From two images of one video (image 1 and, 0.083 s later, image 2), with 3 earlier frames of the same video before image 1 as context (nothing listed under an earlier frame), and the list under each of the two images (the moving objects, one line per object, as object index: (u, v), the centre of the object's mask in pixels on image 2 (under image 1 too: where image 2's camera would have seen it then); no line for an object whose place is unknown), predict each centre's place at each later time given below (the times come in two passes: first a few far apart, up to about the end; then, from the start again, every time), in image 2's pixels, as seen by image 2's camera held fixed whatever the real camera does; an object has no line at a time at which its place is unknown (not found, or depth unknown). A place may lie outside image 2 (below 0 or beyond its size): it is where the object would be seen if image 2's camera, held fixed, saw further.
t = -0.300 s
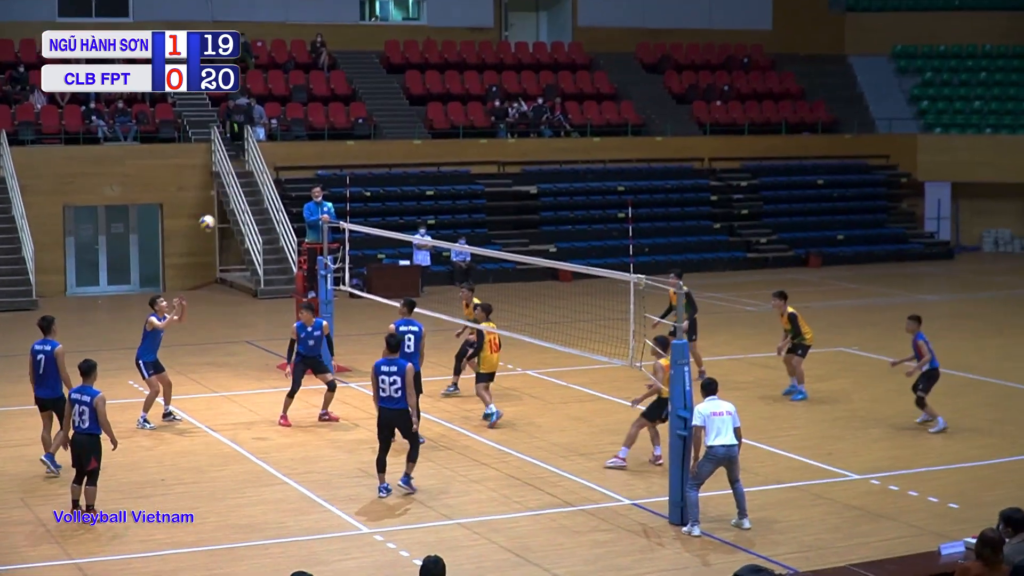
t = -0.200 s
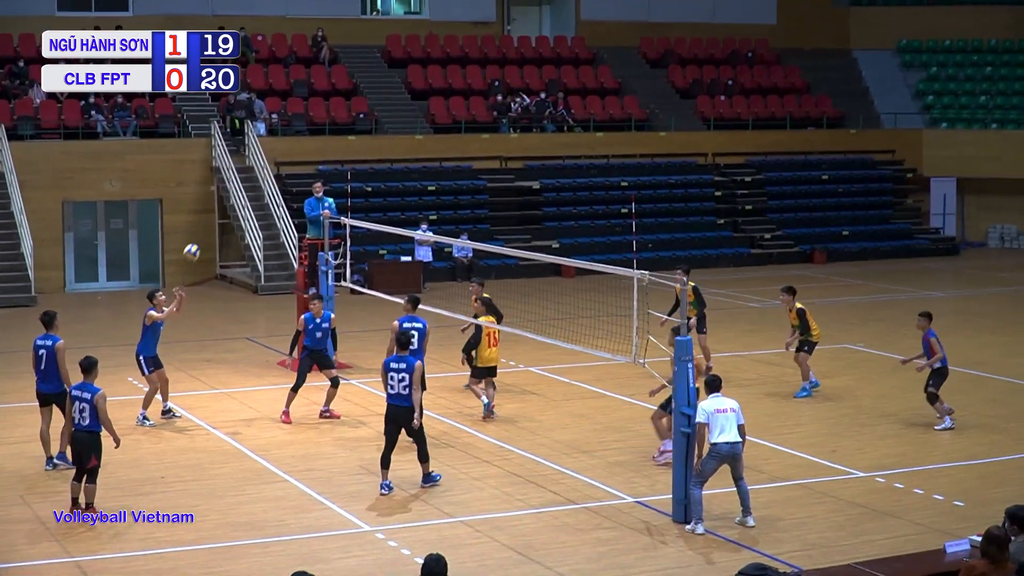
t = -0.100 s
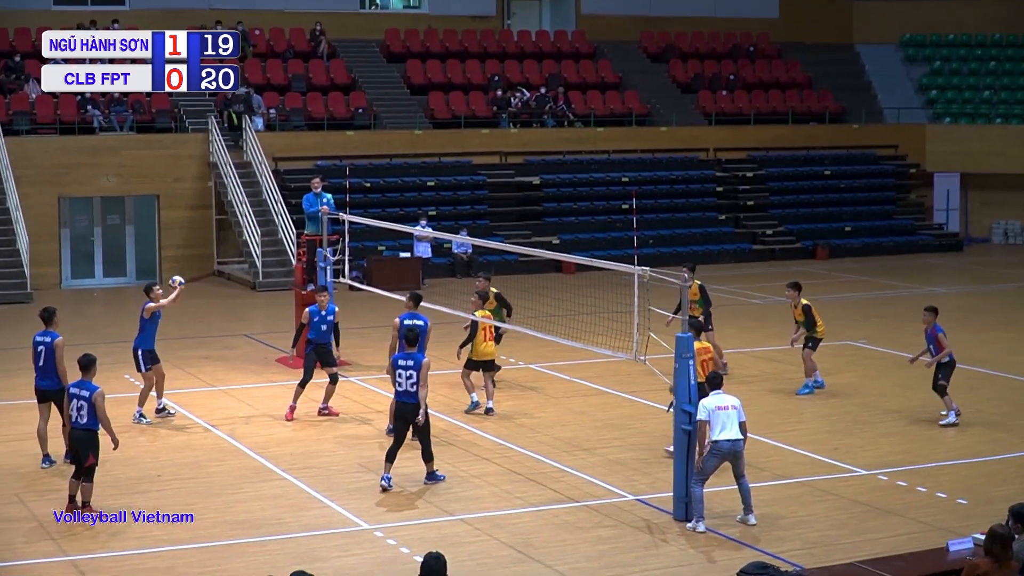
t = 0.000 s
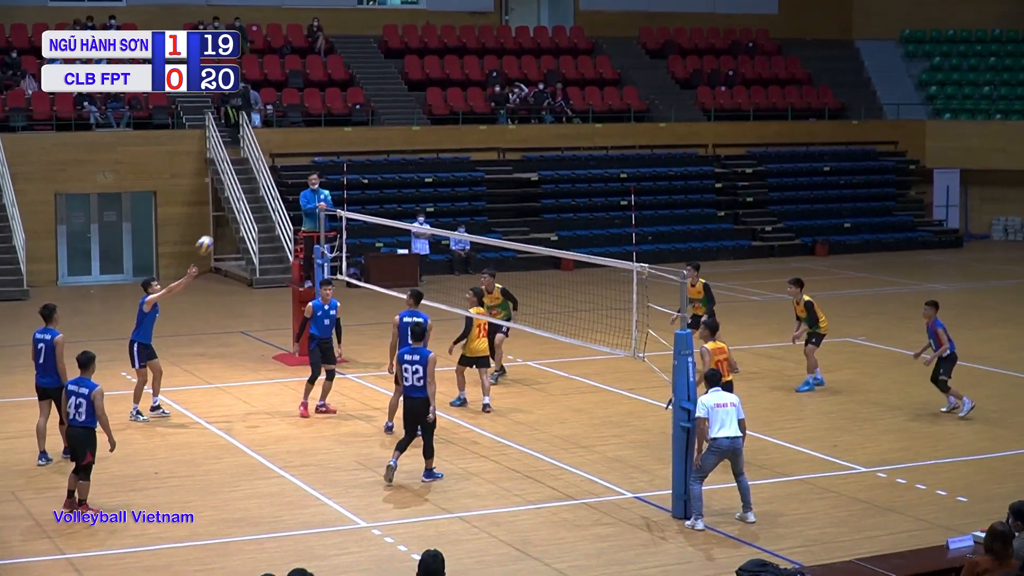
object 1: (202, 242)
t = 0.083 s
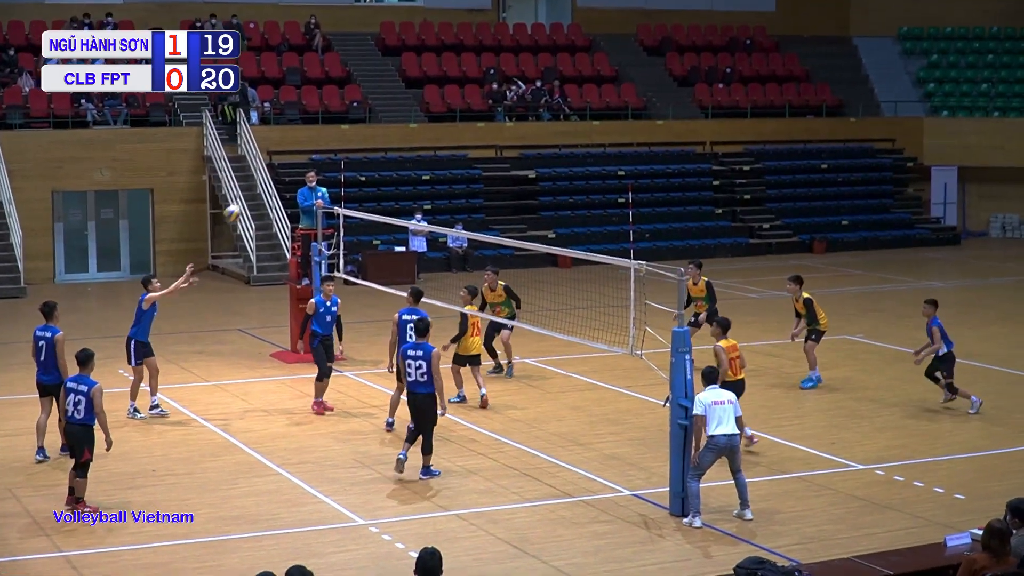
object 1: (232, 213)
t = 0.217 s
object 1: (280, 175)
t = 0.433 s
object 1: (356, 147)
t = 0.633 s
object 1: (422, 153)
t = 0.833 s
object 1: (482, 188)
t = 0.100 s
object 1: (239, 207)
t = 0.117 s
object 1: (244, 201)
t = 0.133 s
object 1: (250, 196)
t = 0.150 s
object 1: (255, 193)
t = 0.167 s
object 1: (262, 187)
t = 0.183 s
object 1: (269, 183)
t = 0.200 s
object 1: (275, 179)
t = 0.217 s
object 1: (280, 175)
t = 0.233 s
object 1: (285, 172)
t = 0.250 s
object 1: (291, 169)
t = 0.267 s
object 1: (297, 166)
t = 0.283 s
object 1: (303, 164)
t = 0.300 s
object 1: (309, 161)
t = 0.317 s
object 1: (315, 158)
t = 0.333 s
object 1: (321, 156)
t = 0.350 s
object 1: (327, 154)
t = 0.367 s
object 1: (334, 152)
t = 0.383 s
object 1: (339, 150)
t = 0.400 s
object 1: (345, 149)
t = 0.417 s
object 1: (350, 148)
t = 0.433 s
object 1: (356, 147)
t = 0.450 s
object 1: (362, 146)
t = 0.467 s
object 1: (368, 146)
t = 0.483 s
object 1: (373, 145)
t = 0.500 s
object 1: (379, 145)
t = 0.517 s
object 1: (384, 145)
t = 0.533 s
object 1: (390, 146)
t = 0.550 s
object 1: (395, 146)
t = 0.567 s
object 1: (401, 148)
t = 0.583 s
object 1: (406, 149)
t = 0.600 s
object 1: (411, 150)
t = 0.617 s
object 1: (417, 152)
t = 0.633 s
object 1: (422, 153)
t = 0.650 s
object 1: (427, 155)
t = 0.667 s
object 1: (432, 157)
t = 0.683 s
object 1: (438, 160)
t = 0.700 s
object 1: (443, 162)
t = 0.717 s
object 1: (448, 164)
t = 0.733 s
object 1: (453, 167)
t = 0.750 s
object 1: (458, 170)
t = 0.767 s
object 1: (463, 173)
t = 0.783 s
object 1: (468, 177)
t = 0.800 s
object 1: (472, 180)
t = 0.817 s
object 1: (477, 184)
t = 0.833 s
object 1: (482, 188)
